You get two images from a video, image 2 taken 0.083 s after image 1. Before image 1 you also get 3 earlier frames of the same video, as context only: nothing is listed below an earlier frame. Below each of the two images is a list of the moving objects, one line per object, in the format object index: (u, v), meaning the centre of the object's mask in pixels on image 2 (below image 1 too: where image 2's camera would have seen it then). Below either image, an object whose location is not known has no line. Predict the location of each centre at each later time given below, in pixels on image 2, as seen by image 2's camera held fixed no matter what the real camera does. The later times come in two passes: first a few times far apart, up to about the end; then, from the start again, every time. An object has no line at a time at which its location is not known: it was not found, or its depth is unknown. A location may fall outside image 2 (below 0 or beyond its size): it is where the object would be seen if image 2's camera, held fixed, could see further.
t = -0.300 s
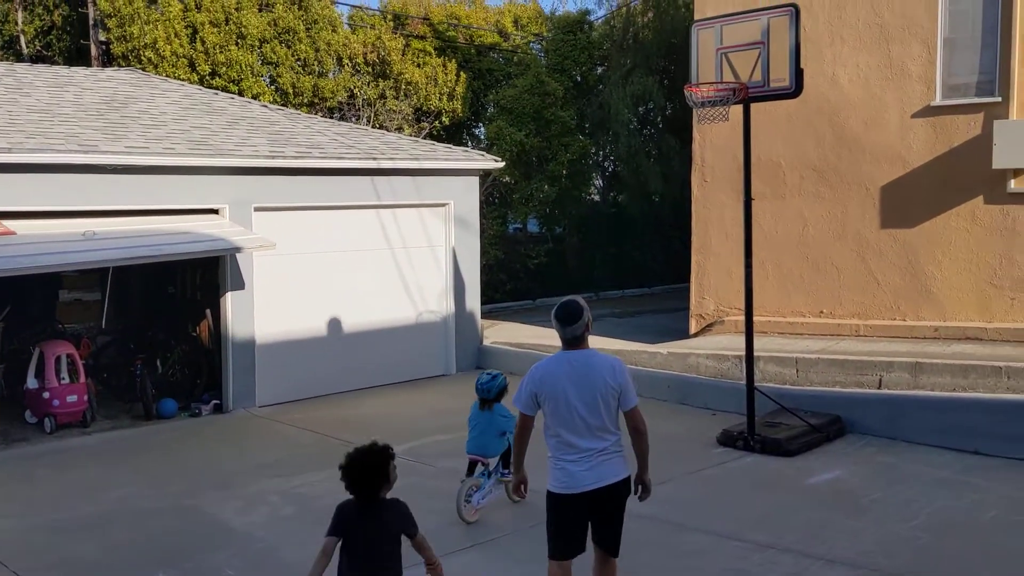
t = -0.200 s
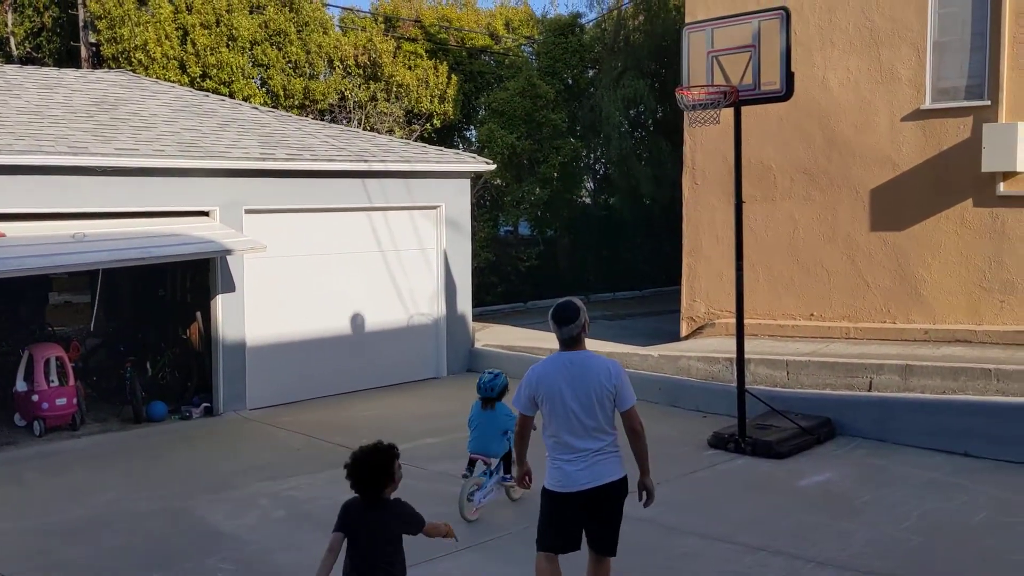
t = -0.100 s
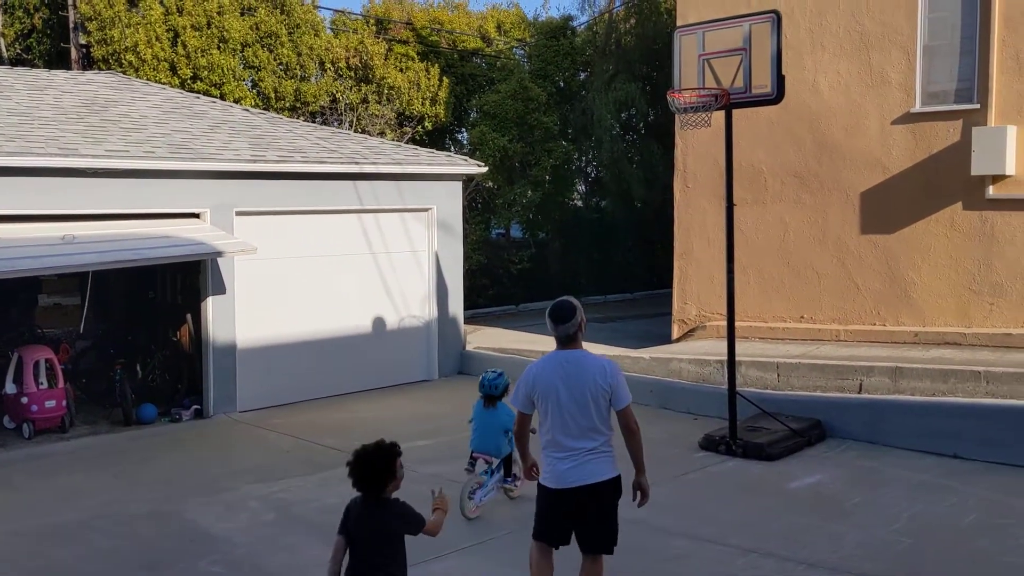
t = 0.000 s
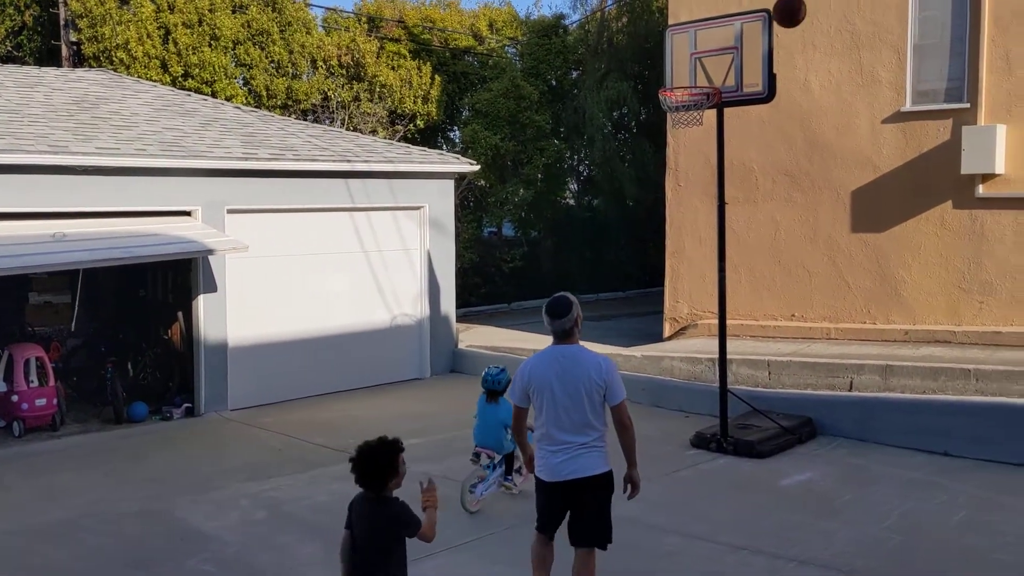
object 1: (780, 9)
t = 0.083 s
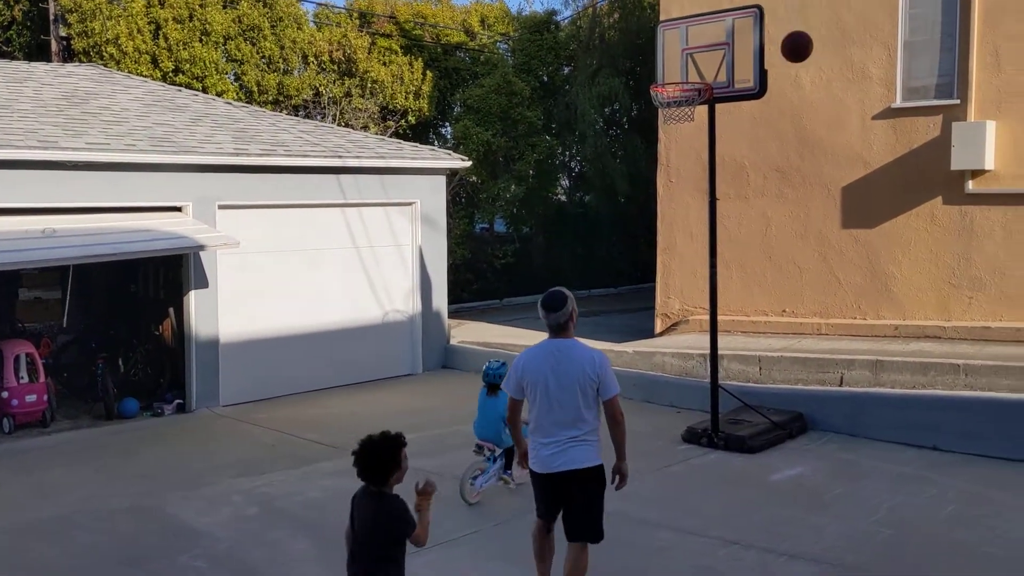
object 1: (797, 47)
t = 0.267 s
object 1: (827, 151)
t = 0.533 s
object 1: (858, 336)
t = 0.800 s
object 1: (868, 242)
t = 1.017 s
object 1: (872, 185)
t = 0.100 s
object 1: (800, 55)
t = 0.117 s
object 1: (803, 64)
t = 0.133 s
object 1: (806, 73)
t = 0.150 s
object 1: (809, 82)
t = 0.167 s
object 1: (811, 92)
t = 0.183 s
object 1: (814, 101)
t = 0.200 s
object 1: (817, 111)
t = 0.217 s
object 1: (819, 120)
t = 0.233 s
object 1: (822, 130)
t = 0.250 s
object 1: (824, 141)
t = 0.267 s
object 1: (827, 151)
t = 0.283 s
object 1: (828, 162)
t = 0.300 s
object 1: (831, 173)
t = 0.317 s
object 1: (833, 183)
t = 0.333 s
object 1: (836, 195)
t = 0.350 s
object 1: (838, 206)
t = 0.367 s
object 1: (840, 217)
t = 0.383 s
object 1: (842, 228)
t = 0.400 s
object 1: (844, 239)
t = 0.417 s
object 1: (846, 251)
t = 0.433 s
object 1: (847, 263)
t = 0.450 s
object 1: (849, 275)
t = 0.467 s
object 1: (851, 287)
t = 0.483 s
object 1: (852, 299)
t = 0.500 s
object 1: (854, 311)
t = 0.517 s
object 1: (856, 324)
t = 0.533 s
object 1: (858, 336)
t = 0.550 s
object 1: (859, 346)
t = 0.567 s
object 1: (861, 353)
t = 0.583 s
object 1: (861, 349)
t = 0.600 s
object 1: (862, 344)
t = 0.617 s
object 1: (863, 333)
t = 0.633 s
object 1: (864, 323)
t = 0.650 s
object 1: (864, 314)
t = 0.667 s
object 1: (864, 304)
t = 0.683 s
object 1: (864, 296)
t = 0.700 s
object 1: (865, 287)
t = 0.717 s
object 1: (866, 279)
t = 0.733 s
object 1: (866, 271)
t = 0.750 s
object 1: (867, 263)
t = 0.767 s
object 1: (867, 256)
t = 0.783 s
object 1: (867, 249)
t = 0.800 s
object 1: (868, 242)
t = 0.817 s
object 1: (868, 236)
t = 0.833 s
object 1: (868, 230)
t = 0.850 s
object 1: (869, 224)
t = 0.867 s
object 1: (870, 219)
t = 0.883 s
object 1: (871, 214)
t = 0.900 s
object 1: (871, 209)
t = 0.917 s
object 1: (871, 205)
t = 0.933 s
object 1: (871, 201)
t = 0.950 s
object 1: (872, 197)
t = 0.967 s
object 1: (871, 194)
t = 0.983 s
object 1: (871, 191)
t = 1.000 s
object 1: (872, 188)
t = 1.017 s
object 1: (872, 185)
